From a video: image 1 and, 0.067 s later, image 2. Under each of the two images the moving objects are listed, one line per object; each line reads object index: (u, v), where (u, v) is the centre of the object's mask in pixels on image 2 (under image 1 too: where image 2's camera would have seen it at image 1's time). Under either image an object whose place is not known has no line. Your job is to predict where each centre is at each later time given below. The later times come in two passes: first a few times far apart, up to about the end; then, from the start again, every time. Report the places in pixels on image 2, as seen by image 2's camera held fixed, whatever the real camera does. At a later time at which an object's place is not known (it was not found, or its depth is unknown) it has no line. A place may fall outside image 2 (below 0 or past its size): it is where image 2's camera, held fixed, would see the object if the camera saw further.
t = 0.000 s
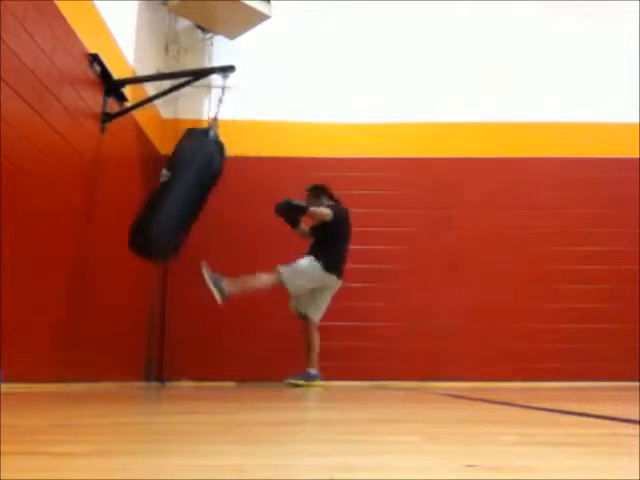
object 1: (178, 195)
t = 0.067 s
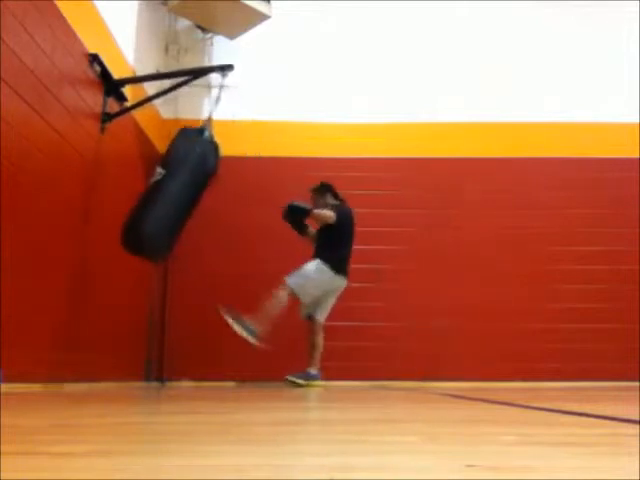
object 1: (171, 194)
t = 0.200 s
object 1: (165, 191)
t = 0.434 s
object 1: (172, 193)
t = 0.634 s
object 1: (195, 200)
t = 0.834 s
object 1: (223, 204)
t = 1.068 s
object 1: (253, 208)
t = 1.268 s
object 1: (266, 210)
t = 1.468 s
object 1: (267, 214)
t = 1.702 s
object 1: (253, 221)
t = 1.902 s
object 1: (234, 227)
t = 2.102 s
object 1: (213, 227)
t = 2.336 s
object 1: (197, 224)
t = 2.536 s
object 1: (193, 222)
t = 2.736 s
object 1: (201, 223)
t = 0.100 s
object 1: (169, 193)
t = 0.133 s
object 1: (166, 192)
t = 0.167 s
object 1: (166, 192)
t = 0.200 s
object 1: (165, 191)
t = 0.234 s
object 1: (165, 191)
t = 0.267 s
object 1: (165, 190)
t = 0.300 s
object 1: (165, 191)
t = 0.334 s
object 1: (167, 191)
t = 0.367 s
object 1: (168, 192)
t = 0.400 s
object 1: (170, 193)
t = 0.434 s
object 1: (172, 193)
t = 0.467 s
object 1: (175, 194)
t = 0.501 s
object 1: (178, 194)
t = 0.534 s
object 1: (182, 196)
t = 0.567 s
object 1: (186, 196)
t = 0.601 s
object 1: (191, 198)
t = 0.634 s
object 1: (195, 200)
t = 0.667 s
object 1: (200, 201)
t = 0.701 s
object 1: (204, 202)
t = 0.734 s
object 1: (210, 203)
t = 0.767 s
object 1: (215, 203)
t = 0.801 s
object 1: (219, 203)
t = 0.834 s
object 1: (223, 204)
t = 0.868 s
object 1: (228, 205)
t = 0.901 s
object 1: (233, 206)
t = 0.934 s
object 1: (237, 206)
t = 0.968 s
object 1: (241, 207)
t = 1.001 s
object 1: (245, 207)
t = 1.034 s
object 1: (249, 208)
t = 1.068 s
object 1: (253, 208)
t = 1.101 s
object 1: (256, 208)
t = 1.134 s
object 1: (259, 209)
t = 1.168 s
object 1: (261, 209)
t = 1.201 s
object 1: (263, 209)
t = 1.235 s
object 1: (265, 210)
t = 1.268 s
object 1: (266, 210)
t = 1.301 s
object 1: (267, 211)
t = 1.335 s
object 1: (267, 211)
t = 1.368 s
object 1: (268, 211)
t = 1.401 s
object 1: (268, 210)
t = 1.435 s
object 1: (268, 213)
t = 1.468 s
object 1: (267, 214)
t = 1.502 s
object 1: (266, 215)
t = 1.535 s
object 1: (264, 216)
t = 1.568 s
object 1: (262, 217)
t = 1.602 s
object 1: (260, 217)
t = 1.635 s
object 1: (258, 217)
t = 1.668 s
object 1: (256, 219)
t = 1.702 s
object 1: (253, 221)
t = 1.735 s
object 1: (250, 222)
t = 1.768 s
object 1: (248, 223)
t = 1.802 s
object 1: (244, 225)
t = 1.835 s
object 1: (241, 225)
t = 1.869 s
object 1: (237, 226)
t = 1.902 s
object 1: (234, 227)
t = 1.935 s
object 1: (230, 227)
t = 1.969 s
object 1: (226, 228)
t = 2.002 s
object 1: (222, 227)
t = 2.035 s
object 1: (219, 228)
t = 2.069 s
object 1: (216, 228)
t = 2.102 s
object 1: (213, 227)
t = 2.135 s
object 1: (210, 226)
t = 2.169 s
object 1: (207, 227)
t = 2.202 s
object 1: (204, 226)
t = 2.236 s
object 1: (202, 226)
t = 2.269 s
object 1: (200, 225)
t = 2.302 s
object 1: (198, 225)
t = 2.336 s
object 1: (197, 224)
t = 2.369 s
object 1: (195, 224)
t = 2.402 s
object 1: (195, 223)
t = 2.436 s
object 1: (194, 222)
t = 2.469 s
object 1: (194, 222)
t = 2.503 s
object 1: (193, 222)
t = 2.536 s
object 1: (193, 222)
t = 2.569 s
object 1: (193, 222)
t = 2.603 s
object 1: (194, 222)
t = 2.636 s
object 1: (195, 222)
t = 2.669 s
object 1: (196, 222)
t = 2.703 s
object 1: (198, 222)
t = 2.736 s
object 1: (201, 223)
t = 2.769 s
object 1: (203, 223)
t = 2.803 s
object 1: (206, 223)
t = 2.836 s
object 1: (208, 223)
